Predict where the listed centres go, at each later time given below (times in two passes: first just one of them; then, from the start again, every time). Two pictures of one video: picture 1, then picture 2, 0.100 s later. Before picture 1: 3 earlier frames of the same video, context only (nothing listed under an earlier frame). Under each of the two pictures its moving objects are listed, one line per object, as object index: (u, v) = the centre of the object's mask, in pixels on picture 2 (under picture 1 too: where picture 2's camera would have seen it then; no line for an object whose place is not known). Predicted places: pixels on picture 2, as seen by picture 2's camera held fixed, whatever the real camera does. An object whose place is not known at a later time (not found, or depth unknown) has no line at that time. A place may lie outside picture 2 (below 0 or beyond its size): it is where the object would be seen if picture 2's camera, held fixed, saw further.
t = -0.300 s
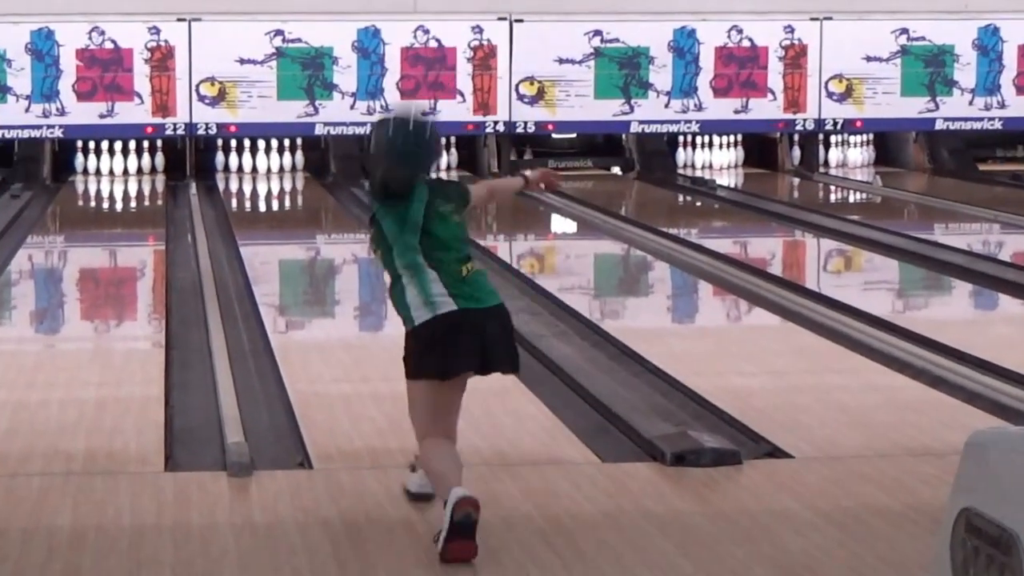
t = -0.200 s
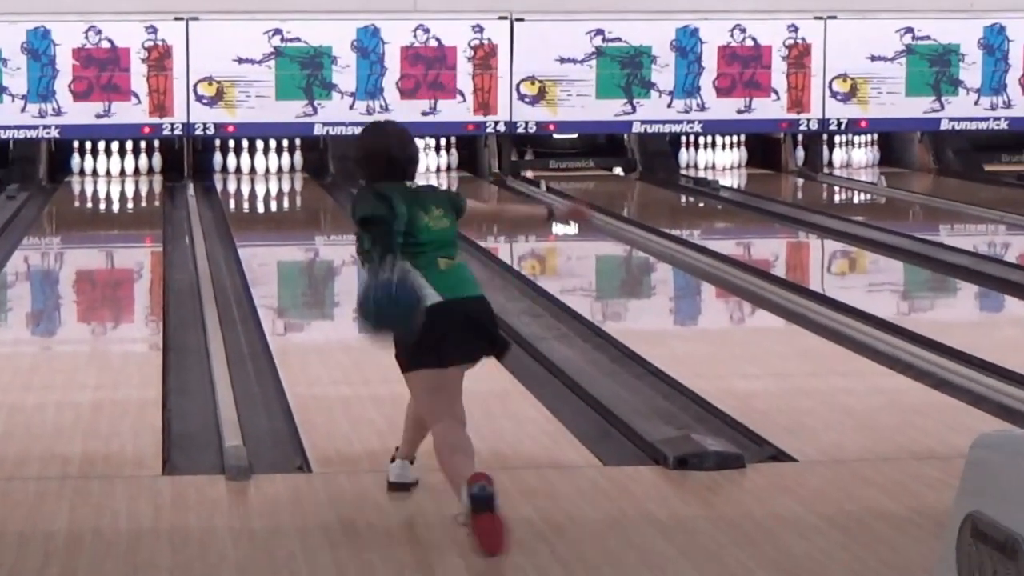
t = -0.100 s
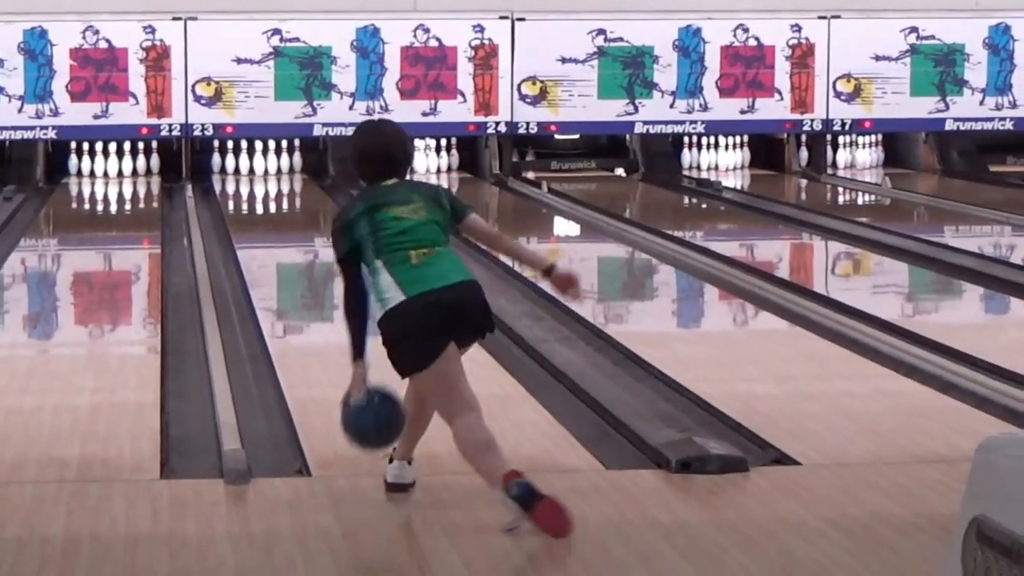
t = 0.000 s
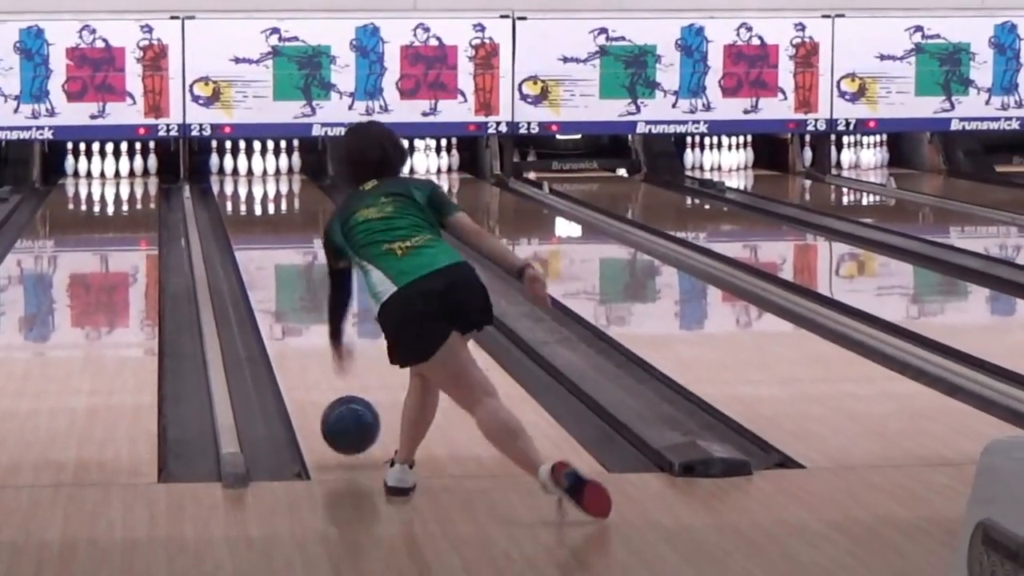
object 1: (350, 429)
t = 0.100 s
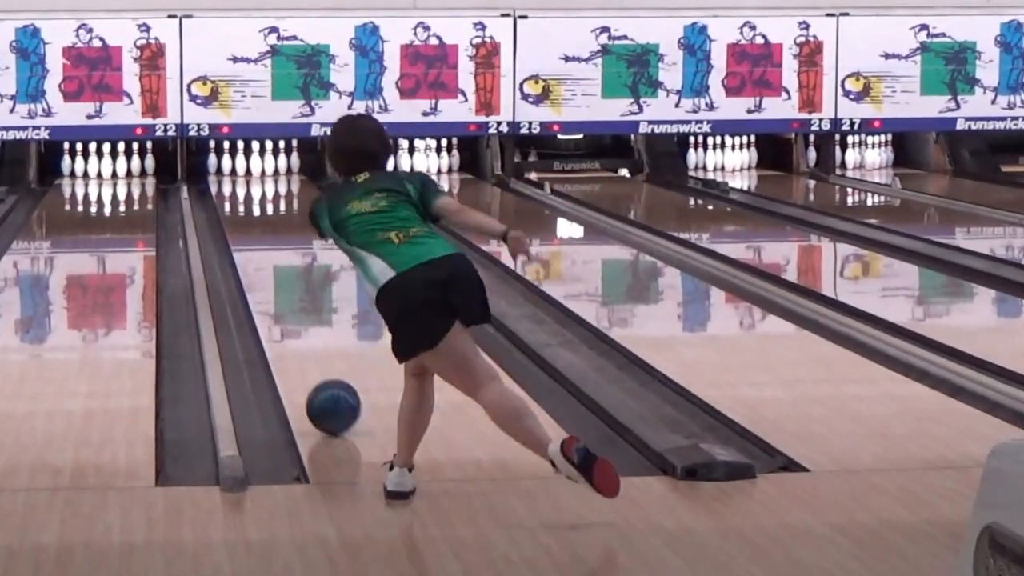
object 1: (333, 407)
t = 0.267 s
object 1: (312, 362)
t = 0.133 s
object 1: (329, 397)
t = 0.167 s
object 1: (324, 387)
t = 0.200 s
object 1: (320, 379)
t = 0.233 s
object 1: (315, 370)
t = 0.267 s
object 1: (312, 362)
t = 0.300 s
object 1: (308, 355)
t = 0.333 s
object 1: (304, 347)
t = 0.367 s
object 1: (301, 340)
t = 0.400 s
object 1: (297, 334)
